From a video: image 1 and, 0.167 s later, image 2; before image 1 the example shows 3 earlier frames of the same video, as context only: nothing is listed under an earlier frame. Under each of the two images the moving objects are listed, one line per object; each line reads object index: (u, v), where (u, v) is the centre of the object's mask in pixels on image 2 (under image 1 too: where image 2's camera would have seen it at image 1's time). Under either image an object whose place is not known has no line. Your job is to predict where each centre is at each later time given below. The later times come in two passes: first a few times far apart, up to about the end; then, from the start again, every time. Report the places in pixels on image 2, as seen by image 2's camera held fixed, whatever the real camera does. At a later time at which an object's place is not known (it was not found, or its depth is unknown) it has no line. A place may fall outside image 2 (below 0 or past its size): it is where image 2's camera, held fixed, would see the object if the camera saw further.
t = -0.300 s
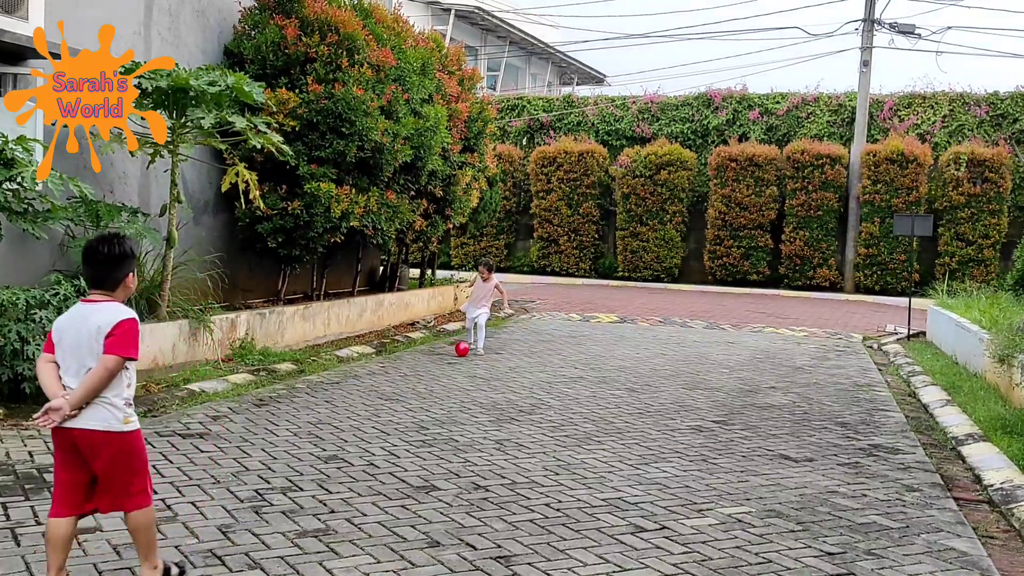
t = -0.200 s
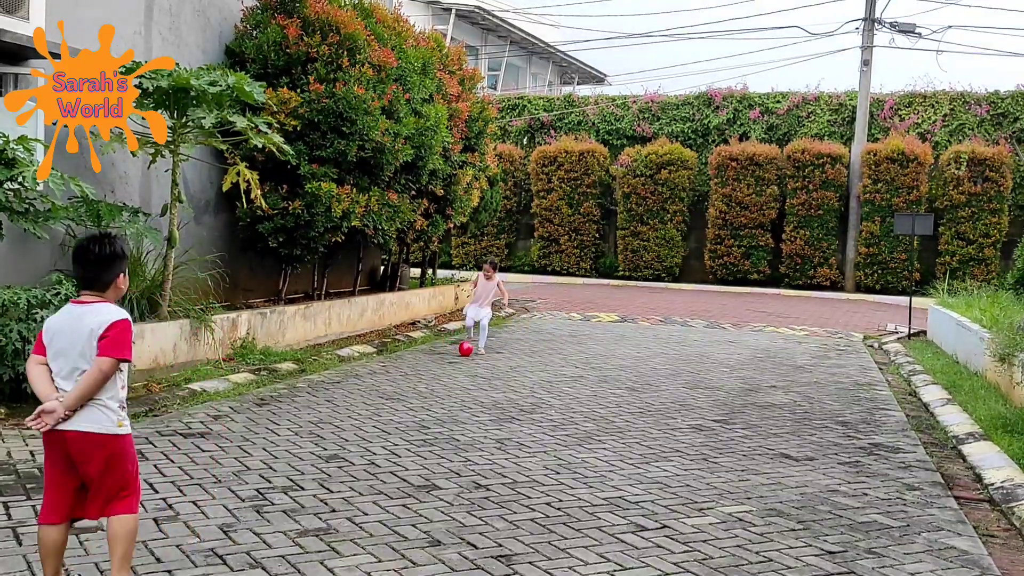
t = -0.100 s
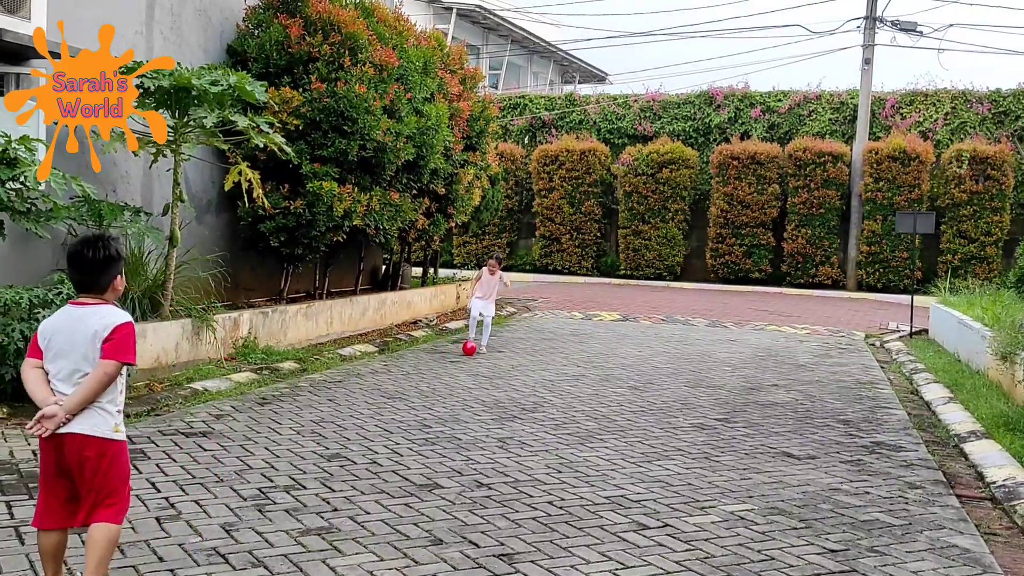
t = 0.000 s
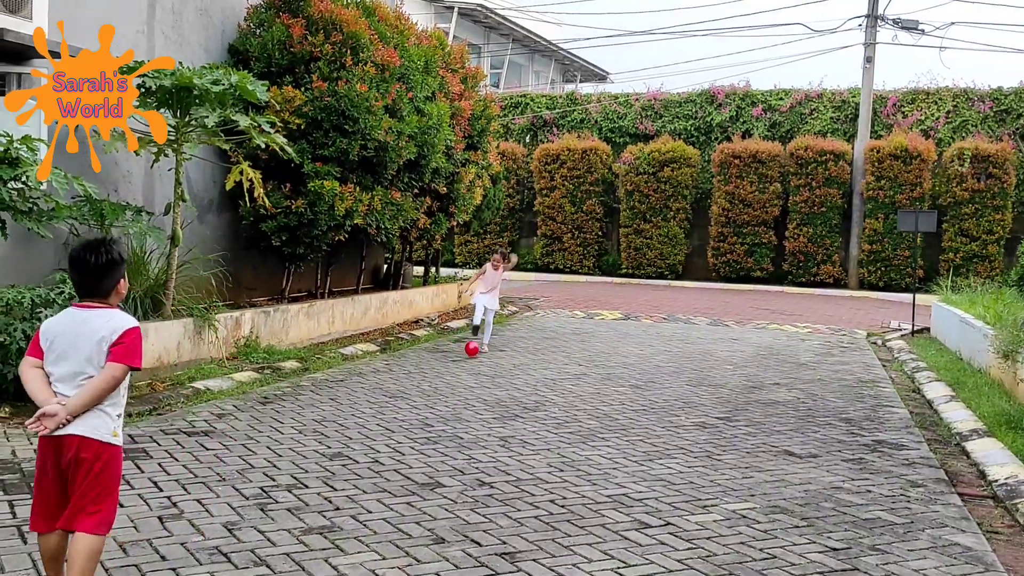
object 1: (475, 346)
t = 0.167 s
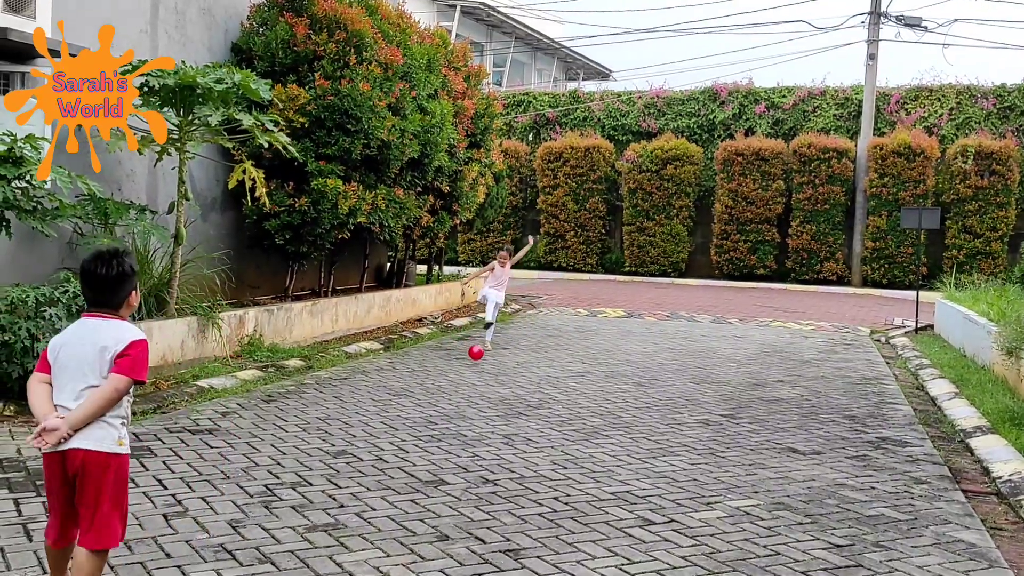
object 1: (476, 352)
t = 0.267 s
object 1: (476, 360)
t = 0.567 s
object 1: (471, 372)
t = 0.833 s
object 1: (469, 387)
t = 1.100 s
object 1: (467, 397)
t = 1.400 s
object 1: (466, 426)
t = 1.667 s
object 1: (467, 445)
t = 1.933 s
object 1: (470, 470)
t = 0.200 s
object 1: (476, 355)
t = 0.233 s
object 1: (476, 358)
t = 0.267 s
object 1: (476, 360)
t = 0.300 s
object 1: (477, 364)
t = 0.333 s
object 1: (476, 363)
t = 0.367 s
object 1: (475, 360)
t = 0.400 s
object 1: (475, 358)
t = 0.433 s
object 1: (474, 359)
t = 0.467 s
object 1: (473, 362)
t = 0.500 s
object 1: (473, 364)
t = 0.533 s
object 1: (472, 367)
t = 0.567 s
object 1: (471, 372)
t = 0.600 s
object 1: (470, 381)
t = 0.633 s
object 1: (470, 380)
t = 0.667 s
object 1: (470, 377)
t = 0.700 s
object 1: (470, 376)
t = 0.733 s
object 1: (469, 377)
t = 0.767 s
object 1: (469, 380)
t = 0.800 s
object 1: (469, 383)
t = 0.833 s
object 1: (469, 387)
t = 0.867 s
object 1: (468, 393)
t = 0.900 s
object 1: (468, 401)
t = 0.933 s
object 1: (467, 398)
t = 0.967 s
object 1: (468, 394)
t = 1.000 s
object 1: (467, 391)
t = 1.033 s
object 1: (467, 391)
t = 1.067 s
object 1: (467, 392)
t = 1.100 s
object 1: (467, 397)
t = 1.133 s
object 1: (466, 403)
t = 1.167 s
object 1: (466, 409)
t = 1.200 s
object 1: (466, 415)
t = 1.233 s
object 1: (465, 421)
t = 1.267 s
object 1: (465, 420)
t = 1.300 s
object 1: (465, 421)
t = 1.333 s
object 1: (465, 422)
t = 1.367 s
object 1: (466, 423)
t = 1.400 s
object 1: (466, 426)
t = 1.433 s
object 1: (466, 434)
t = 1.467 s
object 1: (466, 435)
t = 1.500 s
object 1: (466, 433)
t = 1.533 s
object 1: (466, 432)
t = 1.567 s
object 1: (466, 432)
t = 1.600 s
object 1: (466, 432)
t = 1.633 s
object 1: (466, 437)
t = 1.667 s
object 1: (467, 445)
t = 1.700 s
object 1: (467, 453)
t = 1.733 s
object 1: (467, 451)
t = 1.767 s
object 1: (467, 449)
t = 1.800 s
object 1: (468, 448)
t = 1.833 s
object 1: (468, 449)
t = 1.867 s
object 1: (469, 453)
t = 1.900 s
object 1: (469, 459)
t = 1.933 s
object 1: (470, 470)
